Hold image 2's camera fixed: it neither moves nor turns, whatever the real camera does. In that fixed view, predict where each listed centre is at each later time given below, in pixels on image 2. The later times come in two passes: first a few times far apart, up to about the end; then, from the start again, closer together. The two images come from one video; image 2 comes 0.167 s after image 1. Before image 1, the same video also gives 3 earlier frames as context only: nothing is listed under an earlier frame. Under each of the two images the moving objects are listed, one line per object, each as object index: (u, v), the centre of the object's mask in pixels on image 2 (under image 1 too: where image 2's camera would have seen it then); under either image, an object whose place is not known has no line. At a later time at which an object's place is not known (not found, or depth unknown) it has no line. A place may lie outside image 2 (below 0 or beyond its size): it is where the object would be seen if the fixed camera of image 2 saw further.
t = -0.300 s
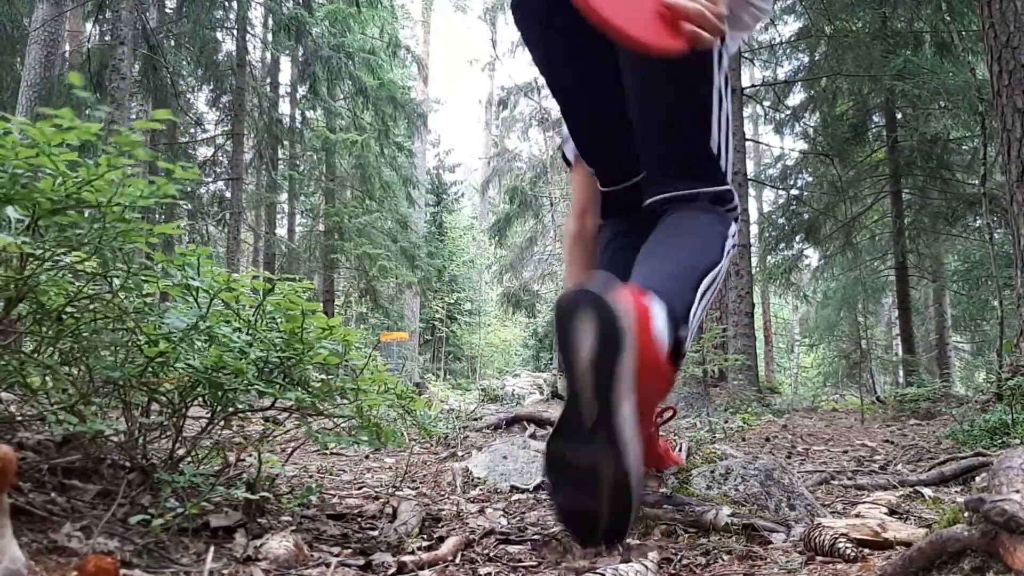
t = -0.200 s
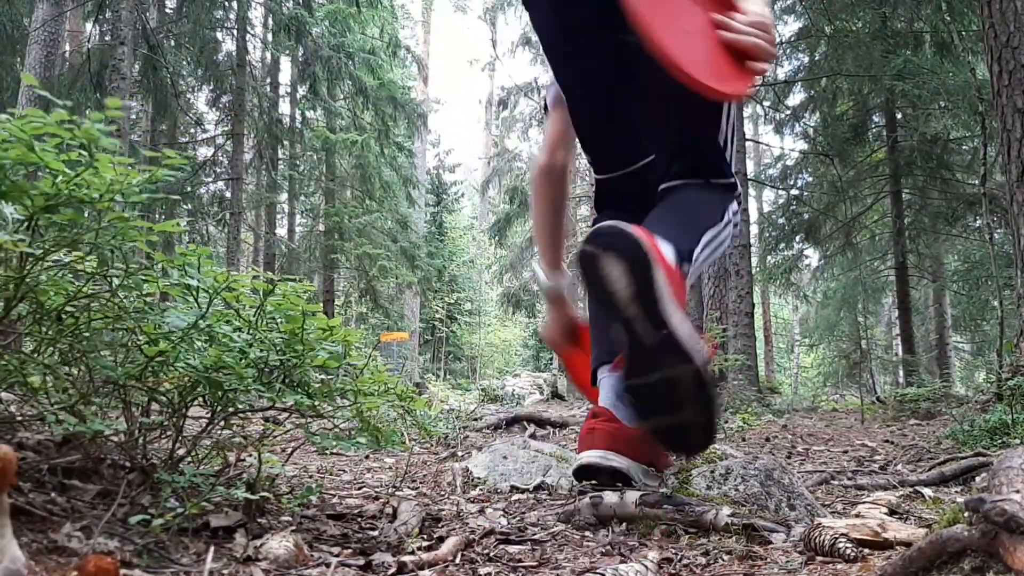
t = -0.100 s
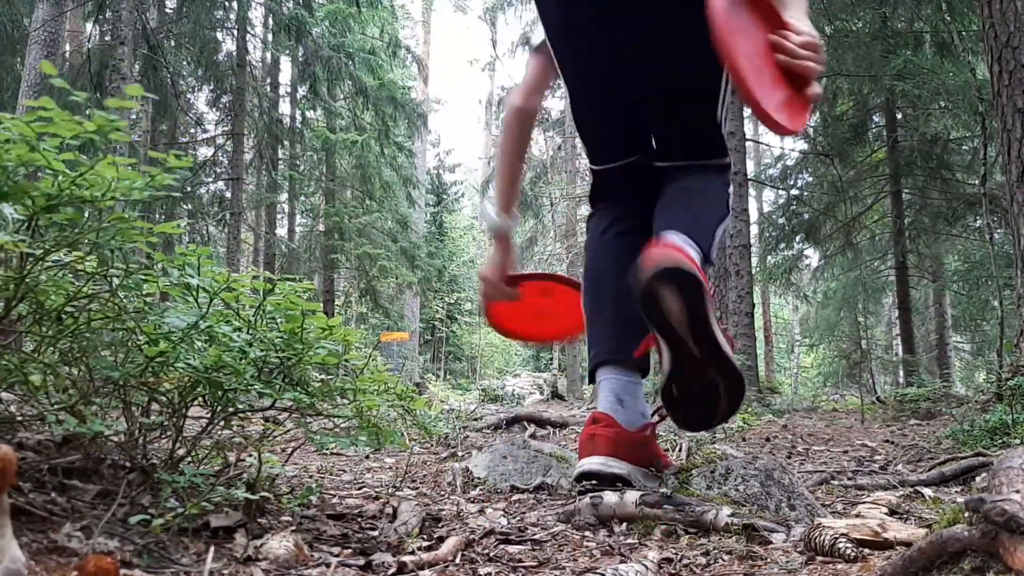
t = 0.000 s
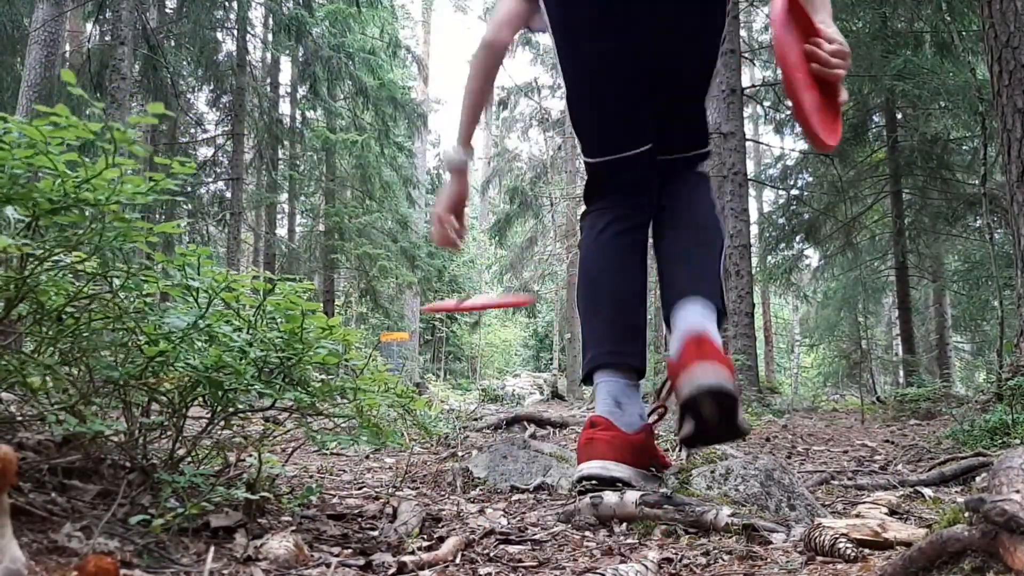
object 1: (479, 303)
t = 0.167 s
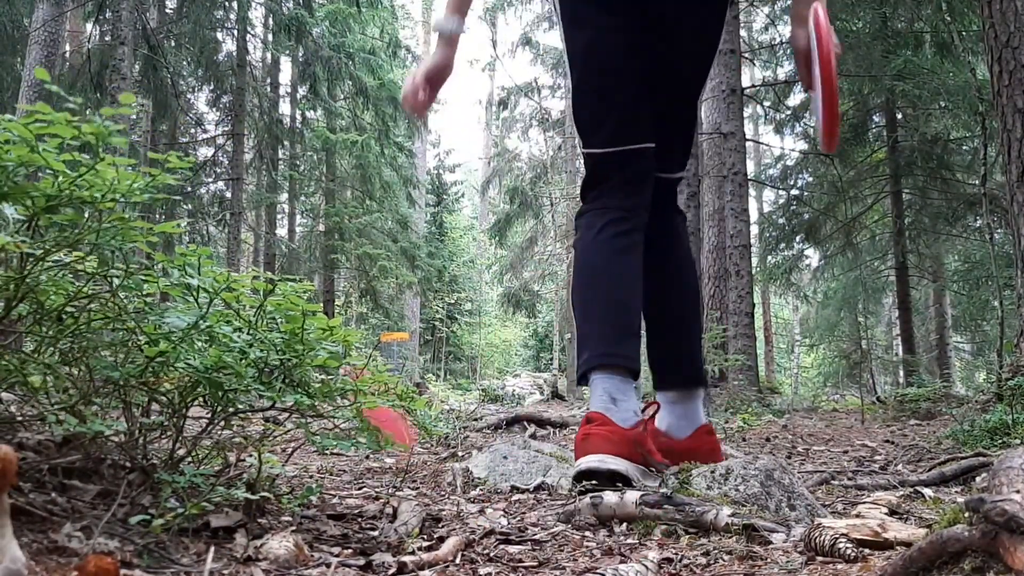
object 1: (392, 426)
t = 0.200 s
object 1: (367, 441)
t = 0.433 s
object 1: (307, 432)
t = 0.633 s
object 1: (296, 469)
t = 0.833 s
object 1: (296, 471)
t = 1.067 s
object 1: (296, 471)
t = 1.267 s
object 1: (297, 471)
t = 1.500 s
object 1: (296, 471)
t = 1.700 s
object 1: (296, 471)
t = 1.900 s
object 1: (297, 471)
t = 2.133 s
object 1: (296, 471)
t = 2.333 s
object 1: (296, 471)
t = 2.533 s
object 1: (296, 471)
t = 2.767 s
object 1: (298, 471)
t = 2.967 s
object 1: (298, 471)
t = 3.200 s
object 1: (299, 471)
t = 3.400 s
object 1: (299, 471)
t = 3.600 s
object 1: (299, 471)
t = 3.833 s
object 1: (299, 471)
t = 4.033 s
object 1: (299, 471)
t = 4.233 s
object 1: (299, 471)
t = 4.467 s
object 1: (299, 471)
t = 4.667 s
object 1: (299, 471)
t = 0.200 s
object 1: (367, 441)
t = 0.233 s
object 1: (329, 452)
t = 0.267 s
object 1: (319, 451)
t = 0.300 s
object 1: (319, 442)
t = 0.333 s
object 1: (314, 437)
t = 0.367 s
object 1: (310, 436)
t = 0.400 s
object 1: (309, 434)
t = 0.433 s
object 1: (307, 432)
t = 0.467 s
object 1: (306, 433)
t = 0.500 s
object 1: (305, 436)
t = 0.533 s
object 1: (303, 439)
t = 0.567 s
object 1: (296, 445)
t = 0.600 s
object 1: (288, 454)
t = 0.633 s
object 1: (296, 469)
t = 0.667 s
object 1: (296, 469)
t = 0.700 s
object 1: (296, 466)
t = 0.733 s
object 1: (297, 467)
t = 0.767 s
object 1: (297, 471)
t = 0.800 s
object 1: (297, 470)
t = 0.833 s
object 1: (296, 471)
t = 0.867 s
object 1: (295, 471)
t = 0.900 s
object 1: (297, 471)
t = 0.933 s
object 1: (296, 471)
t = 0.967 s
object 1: (297, 471)
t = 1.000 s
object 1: (296, 471)
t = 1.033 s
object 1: (295, 471)
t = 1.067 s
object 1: (296, 471)
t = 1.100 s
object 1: (297, 471)
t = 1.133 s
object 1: (297, 471)
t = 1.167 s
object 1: (297, 471)
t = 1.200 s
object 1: (295, 471)
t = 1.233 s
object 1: (295, 471)
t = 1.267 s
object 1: (297, 471)
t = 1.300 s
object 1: (296, 471)
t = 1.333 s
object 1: (296, 471)
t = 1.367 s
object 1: (297, 471)
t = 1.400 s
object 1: (296, 471)
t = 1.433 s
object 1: (296, 471)
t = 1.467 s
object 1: (296, 471)
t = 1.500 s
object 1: (296, 471)
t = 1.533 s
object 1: (295, 471)
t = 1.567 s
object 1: (297, 471)
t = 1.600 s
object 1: (295, 471)
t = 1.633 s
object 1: (297, 471)
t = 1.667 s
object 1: (296, 471)
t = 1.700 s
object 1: (296, 471)
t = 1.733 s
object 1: (296, 471)
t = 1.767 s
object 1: (296, 471)
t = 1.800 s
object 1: (297, 471)
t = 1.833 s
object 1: (296, 471)
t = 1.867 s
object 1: (296, 471)
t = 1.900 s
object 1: (297, 471)
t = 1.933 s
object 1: (297, 471)
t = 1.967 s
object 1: (296, 471)
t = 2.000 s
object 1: (296, 471)
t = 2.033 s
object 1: (296, 471)
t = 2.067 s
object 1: (296, 471)
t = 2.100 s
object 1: (296, 471)
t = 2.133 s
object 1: (296, 471)
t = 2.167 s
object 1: (298, 471)
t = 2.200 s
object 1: (296, 471)
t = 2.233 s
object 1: (296, 471)
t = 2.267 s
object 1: (298, 471)
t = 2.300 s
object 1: (298, 471)
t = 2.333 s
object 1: (296, 471)
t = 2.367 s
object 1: (298, 471)
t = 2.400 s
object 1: (298, 471)
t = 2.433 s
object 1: (296, 471)
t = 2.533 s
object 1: (296, 471)
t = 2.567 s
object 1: (296, 471)
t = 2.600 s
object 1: (296, 471)
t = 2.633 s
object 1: (298, 471)
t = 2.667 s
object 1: (296, 471)
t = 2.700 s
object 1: (298, 471)
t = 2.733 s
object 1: (297, 471)
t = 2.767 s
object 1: (298, 471)
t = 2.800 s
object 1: (298, 471)
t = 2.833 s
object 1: (299, 471)
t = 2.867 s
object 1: (299, 471)
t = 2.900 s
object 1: (298, 471)
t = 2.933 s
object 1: (298, 471)
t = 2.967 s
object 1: (298, 471)
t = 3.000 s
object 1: (298, 471)
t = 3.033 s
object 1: (299, 471)
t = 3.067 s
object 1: (299, 471)
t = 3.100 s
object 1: (299, 471)
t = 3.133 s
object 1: (299, 471)
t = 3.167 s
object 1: (299, 471)
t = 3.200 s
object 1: (299, 471)
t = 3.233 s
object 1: (299, 471)
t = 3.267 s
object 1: (299, 471)
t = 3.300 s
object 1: (299, 471)
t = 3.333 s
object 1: (299, 471)
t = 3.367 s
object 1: (299, 471)
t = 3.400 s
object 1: (299, 471)
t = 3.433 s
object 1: (299, 471)
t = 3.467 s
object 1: (299, 471)
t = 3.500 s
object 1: (299, 471)
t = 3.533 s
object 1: (299, 471)
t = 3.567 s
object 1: (299, 471)
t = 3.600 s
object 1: (299, 471)
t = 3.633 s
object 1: (299, 471)
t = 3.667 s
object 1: (299, 471)
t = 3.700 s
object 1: (299, 471)
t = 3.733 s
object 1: (299, 471)
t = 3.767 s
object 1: (299, 471)
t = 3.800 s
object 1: (299, 471)
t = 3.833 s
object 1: (299, 471)
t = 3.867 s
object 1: (299, 471)
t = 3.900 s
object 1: (299, 471)
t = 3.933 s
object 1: (299, 471)
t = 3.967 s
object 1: (299, 471)
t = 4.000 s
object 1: (299, 471)
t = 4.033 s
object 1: (299, 471)
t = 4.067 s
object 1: (299, 471)
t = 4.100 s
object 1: (299, 471)
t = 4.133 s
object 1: (299, 471)
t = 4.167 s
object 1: (299, 471)
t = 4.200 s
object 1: (299, 471)
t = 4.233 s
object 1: (299, 471)
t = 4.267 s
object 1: (299, 471)
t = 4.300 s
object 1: (299, 471)
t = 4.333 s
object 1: (299, 471)
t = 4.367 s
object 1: (299, 471)
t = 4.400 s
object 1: (299, 471)
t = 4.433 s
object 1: (299, 471)
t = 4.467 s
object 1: (299, 471)
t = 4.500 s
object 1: (299, 471)
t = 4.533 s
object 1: (299, 471)
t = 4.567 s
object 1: (299, 471)
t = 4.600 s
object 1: (299, 471)
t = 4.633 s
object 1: (299, 471)
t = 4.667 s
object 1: (299, 471)
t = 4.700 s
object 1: (299, 471)
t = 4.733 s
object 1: (299, 471)
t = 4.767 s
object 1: (299, 471)
